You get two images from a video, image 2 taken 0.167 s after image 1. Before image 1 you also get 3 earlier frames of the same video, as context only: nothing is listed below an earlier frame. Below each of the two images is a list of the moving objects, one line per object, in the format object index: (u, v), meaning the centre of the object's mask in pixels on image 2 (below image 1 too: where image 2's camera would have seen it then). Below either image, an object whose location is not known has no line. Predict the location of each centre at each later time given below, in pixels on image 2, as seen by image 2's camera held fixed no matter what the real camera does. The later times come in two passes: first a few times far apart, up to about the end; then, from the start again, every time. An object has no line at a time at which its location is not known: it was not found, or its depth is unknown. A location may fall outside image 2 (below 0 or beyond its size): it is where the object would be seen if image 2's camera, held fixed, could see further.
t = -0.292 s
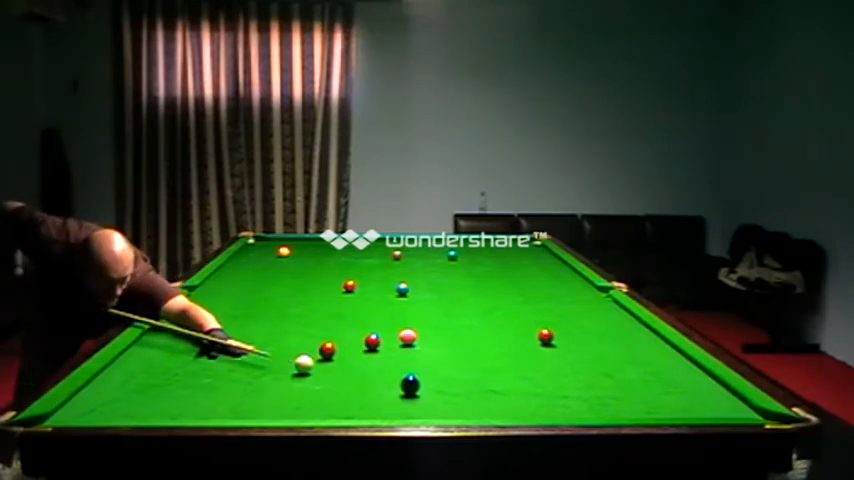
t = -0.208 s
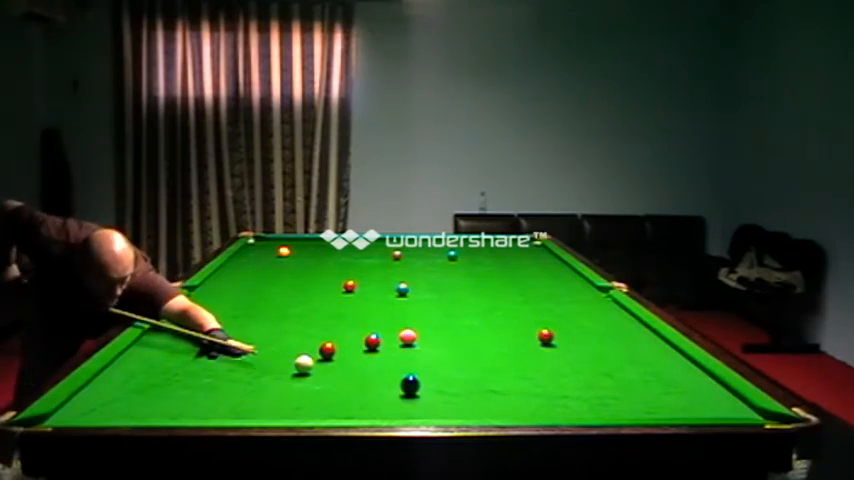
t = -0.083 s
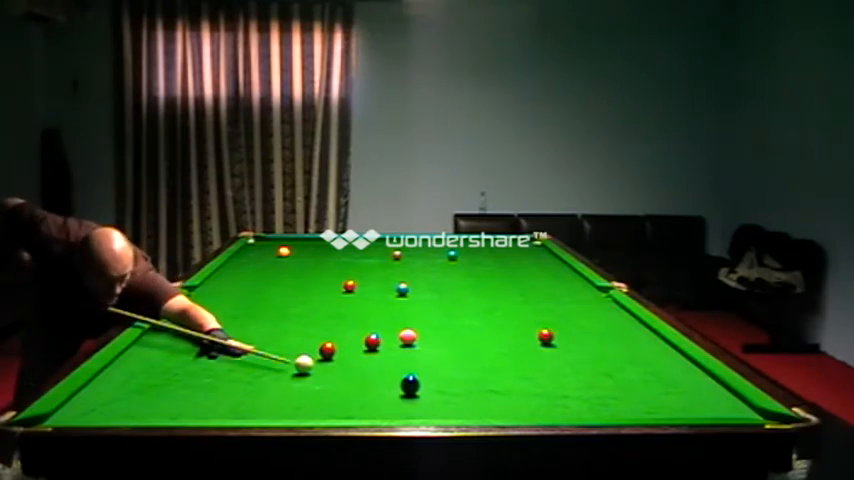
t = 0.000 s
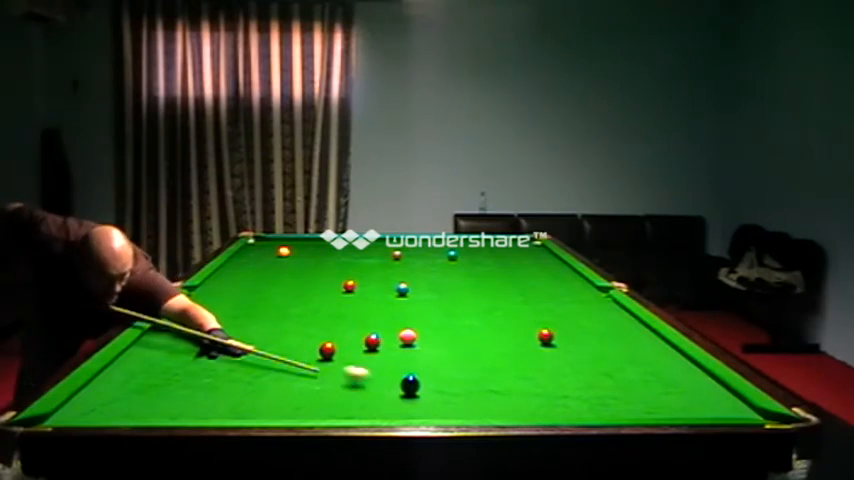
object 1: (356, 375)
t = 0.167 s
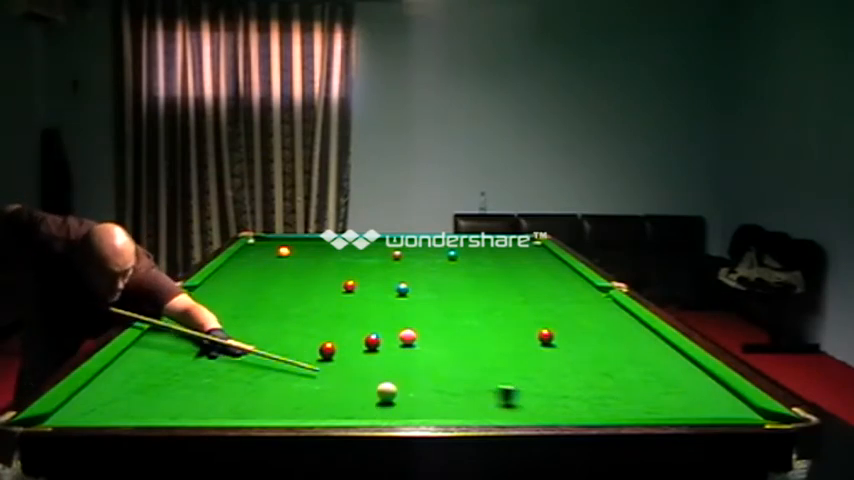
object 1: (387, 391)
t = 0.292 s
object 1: (382, 400)
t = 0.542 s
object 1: (371, 413)
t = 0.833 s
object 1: (353, 403)
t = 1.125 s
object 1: (340, 390)
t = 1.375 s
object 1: (329, 380)
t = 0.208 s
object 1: (385, 394)
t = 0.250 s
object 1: (383, 397)
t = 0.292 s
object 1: (382, 400)
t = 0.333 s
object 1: (380, 403)
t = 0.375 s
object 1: (378, 406)
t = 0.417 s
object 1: (376, 408)
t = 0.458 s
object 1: (374, 409)
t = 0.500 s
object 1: (373, 411)
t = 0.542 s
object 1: (371, 413)
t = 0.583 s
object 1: (368, 413)
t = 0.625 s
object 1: (364, 410)
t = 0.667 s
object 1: (362, 410)
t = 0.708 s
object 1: (360, 408)
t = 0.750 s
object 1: (357, 407)
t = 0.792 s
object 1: (355, 405)
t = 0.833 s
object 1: (353, 403)
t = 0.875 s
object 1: (351, 401)
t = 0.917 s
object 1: (349, 399)
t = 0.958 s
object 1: (347, 397)
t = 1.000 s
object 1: (345, 395)
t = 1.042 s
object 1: (343, 393)
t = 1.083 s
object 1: (342, 391)
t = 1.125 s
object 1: (340, 390)
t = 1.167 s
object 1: (338, 388)
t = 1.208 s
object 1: (336, 387)
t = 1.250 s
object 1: (334, 385)
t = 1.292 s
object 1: (333, 383)
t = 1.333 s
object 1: (331, 382)
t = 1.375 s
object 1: (329, 380)
